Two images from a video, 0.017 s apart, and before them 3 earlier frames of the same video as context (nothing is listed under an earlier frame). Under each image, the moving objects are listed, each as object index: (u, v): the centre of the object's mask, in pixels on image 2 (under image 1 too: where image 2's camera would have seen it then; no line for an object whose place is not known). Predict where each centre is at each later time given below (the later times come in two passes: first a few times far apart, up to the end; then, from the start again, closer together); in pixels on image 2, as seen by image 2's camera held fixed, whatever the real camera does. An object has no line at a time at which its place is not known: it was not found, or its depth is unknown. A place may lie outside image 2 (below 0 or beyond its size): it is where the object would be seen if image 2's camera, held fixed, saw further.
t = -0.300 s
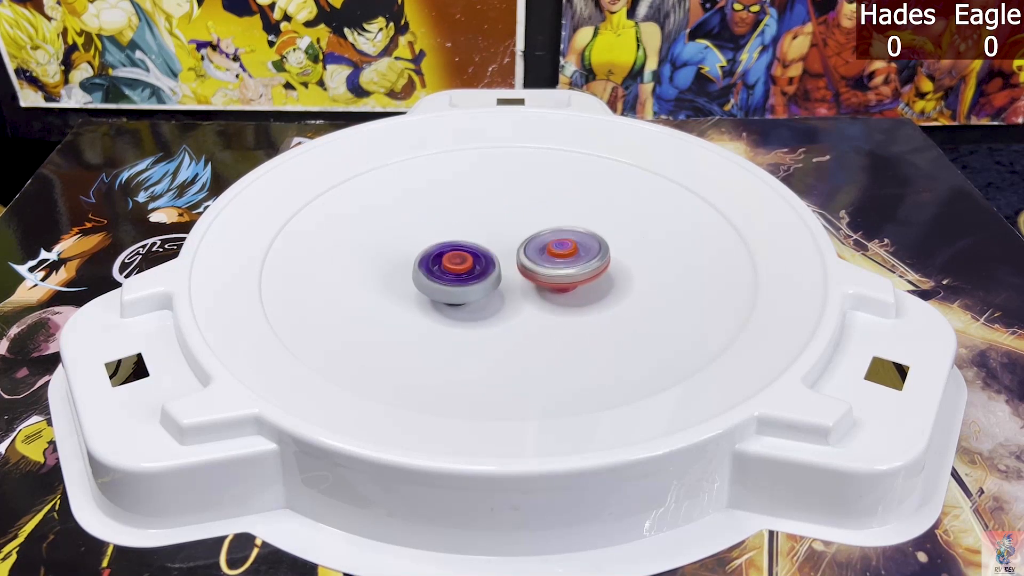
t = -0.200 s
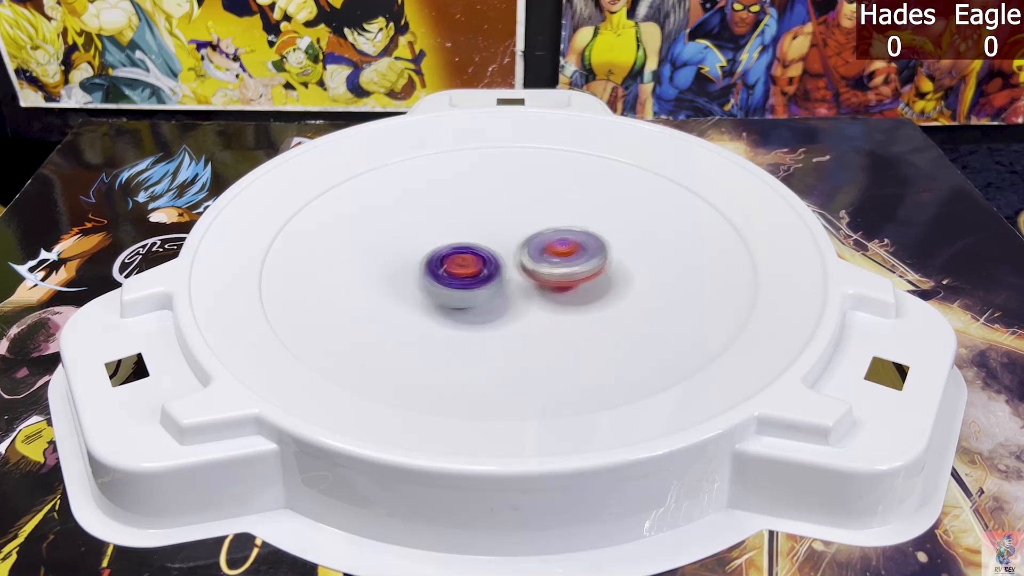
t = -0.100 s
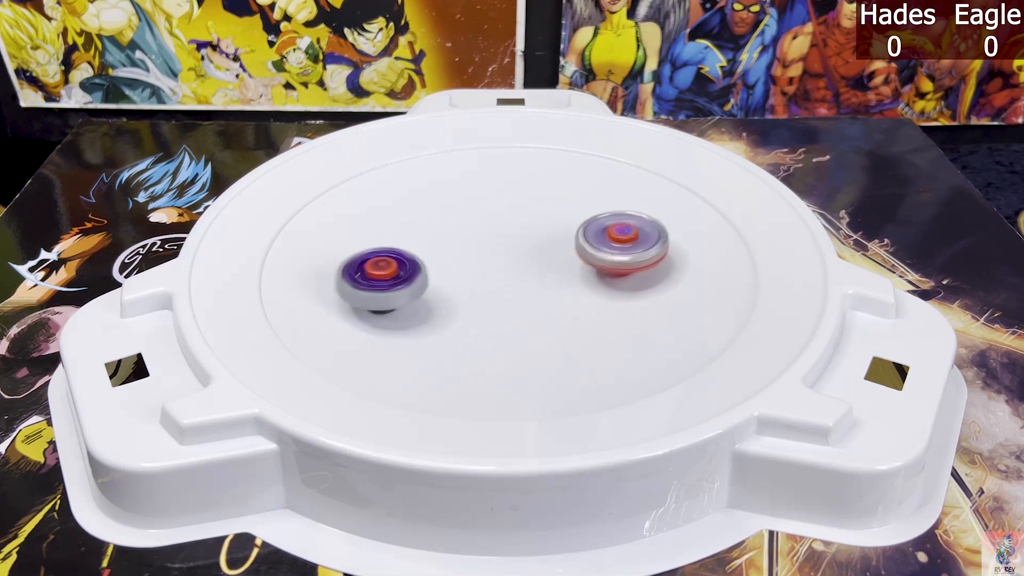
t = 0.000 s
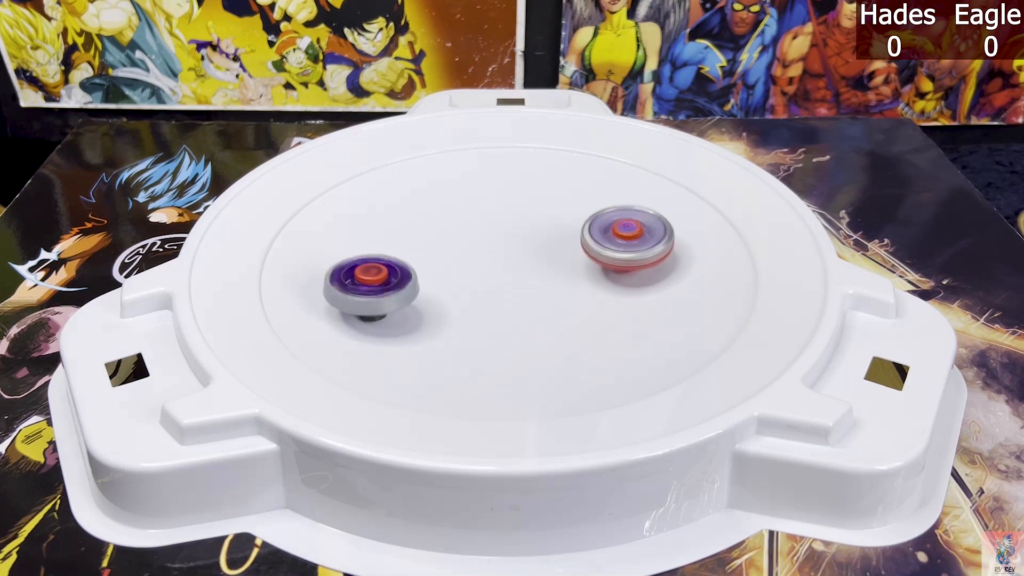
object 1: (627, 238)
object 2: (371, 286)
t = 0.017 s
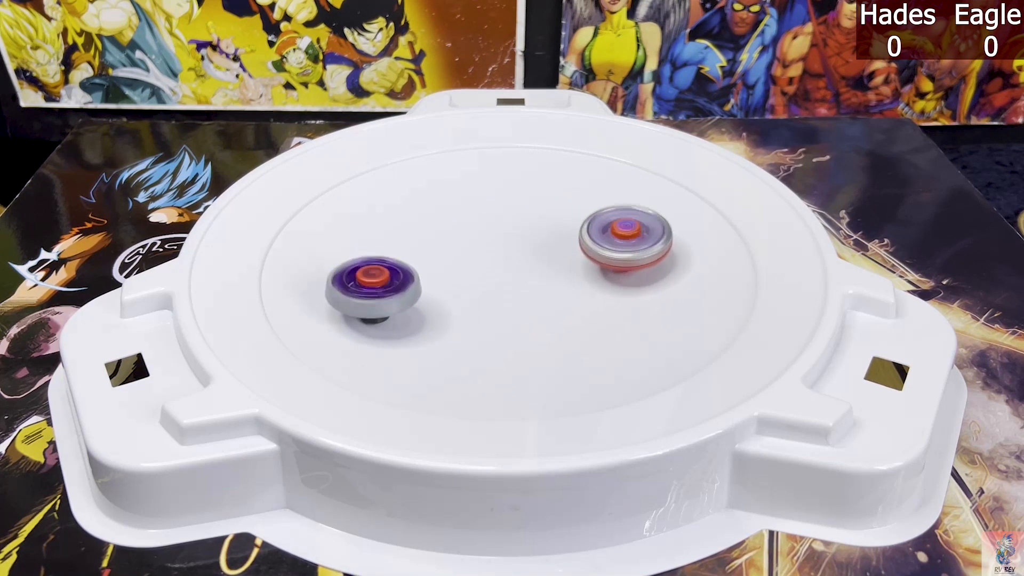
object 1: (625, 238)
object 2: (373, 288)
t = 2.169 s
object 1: (478, 267)
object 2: (535, 222)
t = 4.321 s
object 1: (605, 276)
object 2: (405, 242)
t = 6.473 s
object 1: (487, 221)
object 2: (579, 294)
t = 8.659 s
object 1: (475, 274)
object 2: (542, 238)
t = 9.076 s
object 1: (459, 276)
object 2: (528, 242)
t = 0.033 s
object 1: (623, 238)
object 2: (375, 290)
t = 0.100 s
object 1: (612, 237)
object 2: (387, 298)
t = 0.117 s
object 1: (609, 237)
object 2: (390, 300)
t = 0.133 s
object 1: (606, 237)
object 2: (394, 302)
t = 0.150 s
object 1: (603, 237)
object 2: (398, 303)
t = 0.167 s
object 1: (600, 237)
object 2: (401, 304)
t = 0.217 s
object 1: (591, 237)
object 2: (414, 308)
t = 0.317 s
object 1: (574, 237)
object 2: (441, 312)
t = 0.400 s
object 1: (560, 239)
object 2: (463, 311)
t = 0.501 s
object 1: (544, 241)
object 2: (489, 306)
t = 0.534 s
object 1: (539, 242)
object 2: (497, 304)
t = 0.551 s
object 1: (537, 242)
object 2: (501, 303)
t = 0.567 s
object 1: (534, 242)
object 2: (505, 302)
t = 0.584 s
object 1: (532, 241)
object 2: (509, 300)
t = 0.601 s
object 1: (530, 241)
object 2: (512, 299)
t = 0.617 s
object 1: (527, 241)
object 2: (516, 297)
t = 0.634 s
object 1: (525, 240)
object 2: (519, 296)
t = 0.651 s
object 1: (523, 239)
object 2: (521, 299)
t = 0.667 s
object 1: (522, 236)
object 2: (523, 303)
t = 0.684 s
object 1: (521, 232)
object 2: (524, 307)
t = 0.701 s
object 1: (520, 229)
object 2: (526, 309)
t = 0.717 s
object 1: (518, 227)
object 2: (529, 311)
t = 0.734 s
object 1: (517, 225)
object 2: (531, 312)
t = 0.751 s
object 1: (516, 224)
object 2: (534, 311)
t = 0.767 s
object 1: (515, 223)
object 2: (537, 311)
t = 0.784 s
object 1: (514, 223)
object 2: (541, 310)
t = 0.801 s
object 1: (513, 223)
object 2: (545, 309)
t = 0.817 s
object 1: (512, 223)
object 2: (549, 308)
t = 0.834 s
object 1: (511, 223)
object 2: (552, 306)
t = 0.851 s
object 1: (510, 224)
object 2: (555, 305)
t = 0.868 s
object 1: (508, 224)
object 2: (559, 303)
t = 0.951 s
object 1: (501, 226)
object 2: (574, 295)
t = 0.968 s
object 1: (500, 226)
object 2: (576, 293)
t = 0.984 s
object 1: (499, 227)
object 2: (579, 292)
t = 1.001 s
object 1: (498, 227)
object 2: (581, 290)
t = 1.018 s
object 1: (497, 227)
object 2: (582, 288)
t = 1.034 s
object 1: (495, 228)
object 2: (584, 286)
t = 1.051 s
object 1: (494, 228)
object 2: (586, 284)
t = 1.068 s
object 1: (493, 229)
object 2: (587, 283)
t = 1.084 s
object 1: (492, 229)
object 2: (588, 280)
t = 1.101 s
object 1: (492, 230)
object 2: (589, 279)
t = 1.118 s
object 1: (491, 230)
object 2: (589, 277)
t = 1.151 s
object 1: (489, 231)
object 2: (590, 273)
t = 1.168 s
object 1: (489, 231)
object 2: (590, 271)
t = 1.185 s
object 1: (488, 231)
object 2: (590, 269)
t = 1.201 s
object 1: (488, 232)
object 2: (590, 267)
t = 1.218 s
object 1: (487, 232)
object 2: (590, 265)
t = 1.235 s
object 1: (487, 233)
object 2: (589, 264)
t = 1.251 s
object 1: (486, 233)
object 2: (589, 262)
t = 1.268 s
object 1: (486, 234)
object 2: (588, 260)
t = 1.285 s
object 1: (485, 234)
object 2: (587, 259)
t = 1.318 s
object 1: (485, 235)
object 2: (586, 256)
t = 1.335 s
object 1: (485, 236)
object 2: (584, 254)
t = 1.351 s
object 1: (485, 237)
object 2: (583, 253)
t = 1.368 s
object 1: (485, 237)
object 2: (582, 252)
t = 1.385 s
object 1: (485, 238)
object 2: (581, 250)
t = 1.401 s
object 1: (485, 238)
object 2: (579, 249)
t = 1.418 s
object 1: (485, 239)
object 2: (578, 248)
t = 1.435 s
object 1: (485, 240)
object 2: (576, 247)
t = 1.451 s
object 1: (485, 240)
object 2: (574, 246)
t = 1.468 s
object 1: (478, 240)
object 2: (583, 245)
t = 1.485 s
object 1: (470, 239)
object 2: (591, 243)
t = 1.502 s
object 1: (463, 239)
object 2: (597, 243)
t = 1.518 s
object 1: (458, 239)
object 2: (602, 241)
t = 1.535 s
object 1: (454, 239)
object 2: (606, 240)
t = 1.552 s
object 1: (451, 239)
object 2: (607, 239)
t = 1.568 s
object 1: (449, 239)
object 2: (607, 238)
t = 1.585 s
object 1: (448, 239)
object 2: (607, 237)
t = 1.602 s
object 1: (448, 240)
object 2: (605, 236)
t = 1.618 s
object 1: (447, 240)
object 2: (604, 234)
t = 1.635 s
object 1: (447, 240)
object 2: (603, 233)
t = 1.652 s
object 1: (448, 241)
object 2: (601, 232)
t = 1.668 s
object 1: (448, 242)
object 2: (600, 231)
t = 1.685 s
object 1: (450, 242)
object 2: (598, 230)
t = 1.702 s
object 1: (450, 243)
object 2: (596, 229)
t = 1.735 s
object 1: (452, 245)
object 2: (592, 227)
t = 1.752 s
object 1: (454, 246)
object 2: (590, 226)
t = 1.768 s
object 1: (454, 247)
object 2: (588, 225)
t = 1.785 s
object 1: (456, 248)
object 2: (586, 225)
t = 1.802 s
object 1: (457, 249)
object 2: (584, 224)
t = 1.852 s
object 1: (461, 251)
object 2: (577, 223)
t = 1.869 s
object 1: (462, 252)
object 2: (575, 223)
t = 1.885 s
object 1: (463, 253)
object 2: (573, 223)
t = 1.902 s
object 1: (464, 254)
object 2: (570, 223)
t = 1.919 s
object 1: (466, 254)
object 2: (567, 223)
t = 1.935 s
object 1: (467, 255)
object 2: (565, 223)
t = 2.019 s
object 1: (475, 259)
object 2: (552, 223)
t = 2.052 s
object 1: (477, 260)
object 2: (547, 223)
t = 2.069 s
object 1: (479, 261)
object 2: (544, 223)
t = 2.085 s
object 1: (481, 261)
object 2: (542, 223)
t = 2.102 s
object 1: (481, 263)
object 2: (541, 223)
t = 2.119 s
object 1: (480, 264)
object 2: (540, 222)
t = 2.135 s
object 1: (479, 265)
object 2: (539, 222)
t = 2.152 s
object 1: (479, 267)
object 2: (537, 222)
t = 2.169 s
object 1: (478, 267)
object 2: (535, 222)
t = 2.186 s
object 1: (479, 268)
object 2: (532, 222)
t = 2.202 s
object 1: (479, 268)
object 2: (530, 222)
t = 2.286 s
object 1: (481, 271)
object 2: (520, 223)
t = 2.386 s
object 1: (482, 276)
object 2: (508, 224)
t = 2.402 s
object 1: (482, 276)
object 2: (506, 224)
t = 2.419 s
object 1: (482, 277)
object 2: (504, 224)
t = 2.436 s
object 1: (482, 278)
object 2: (502, 225)
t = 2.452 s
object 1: (483, 279)
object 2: (501, 225)
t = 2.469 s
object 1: (483, 279)
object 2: (499, 225)
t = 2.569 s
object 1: (488, 281)
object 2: (490, 228)
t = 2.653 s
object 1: (491, 283)
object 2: (484, 230)
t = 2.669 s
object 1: (492, 283)
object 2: (483, 230)
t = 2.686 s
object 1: (493, 283)
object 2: (481, 231)
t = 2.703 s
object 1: (493, 285)
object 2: (481, 230)
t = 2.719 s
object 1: (495, 290)
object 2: (479, 227)
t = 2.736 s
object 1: (495, 294)
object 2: (477, 222)
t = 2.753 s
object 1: (496, 297)
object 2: (476, 219)
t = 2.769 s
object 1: (497, 298)
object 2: (475, 217)
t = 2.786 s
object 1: (498, 300)
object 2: (473, 215)
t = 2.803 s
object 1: (498, 301)
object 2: (472, 215)
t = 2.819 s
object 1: (498, 302)
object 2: (470, 215)
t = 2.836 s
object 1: (498, 302)
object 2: (468, 215)
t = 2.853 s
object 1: (499, 302)
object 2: (466, 215)
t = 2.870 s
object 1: (499, 302)
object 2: (465, 215)
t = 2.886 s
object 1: (499, 302)
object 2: (463, 216)
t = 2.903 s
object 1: (500, 301)
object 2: (462, 216)
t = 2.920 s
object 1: (501, 301)
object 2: (461, 217)
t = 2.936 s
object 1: (501, 301)
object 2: (460, 217)
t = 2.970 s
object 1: (502, 300)
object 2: (458, 218)
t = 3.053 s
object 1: (504, 296)
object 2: (455, 222)
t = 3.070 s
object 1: (504, 296)
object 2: (455, 223)
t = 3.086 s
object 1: (504, 295)
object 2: (454, 223)
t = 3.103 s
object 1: (504, 295)
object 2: (454, 224)
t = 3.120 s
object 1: (505, 293)
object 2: (454, 225)
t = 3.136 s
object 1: (505, 293)
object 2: (454, 225)
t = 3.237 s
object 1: (506, 287)
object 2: (454, 231)
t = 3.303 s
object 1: (506, 283)
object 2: (454, 234)
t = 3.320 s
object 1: (507, 281)
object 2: (454, 235)
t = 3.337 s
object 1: (507, 280)
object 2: (454, 236)
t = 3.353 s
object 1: (508, 280)
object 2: (454, 236)
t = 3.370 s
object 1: (509, 280)
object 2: (453, 236)
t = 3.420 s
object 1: (512, 279)
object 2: (453, 237)
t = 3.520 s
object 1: (518, 280)
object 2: (454, 237)
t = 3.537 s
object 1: (519, 279)
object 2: (454, 238)
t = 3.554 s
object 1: (518, 279)
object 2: (454, 238)
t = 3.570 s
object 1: (519, 278)
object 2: (454, 239)
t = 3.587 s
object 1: (519, 277)
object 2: (454, 239)
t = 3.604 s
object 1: (524, 280)
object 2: (451, 237)
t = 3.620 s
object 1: (529, 283)
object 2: (446, 232)
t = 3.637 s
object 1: (533, 285)
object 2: (443, 229)
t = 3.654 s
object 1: (536, 286)
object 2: (440, 227)
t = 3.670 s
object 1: (539, 287)
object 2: (439, 226)
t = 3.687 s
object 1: (541, 287)
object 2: (438, 225)
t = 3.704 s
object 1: (542, 287)
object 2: (437, 225)
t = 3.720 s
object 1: (543, 287)
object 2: (437, 226)
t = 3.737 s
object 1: (543, 287)
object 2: (437, 226)
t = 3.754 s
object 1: (544, 286)
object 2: (436, 227)
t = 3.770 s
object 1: (544, 285)
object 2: (436, 228)
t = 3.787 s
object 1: (545, 285)
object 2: (436, 229)
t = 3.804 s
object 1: (545, 284)
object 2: (436, 230)
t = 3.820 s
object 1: (546, 283)
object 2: (436, 231)
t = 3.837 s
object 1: (546, 282)
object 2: (437, 232)
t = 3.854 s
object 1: (547, 281)
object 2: (437, 233)
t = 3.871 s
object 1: (548, 280)
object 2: (438, 234)
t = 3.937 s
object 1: (550, 277)
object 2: (440, 239)
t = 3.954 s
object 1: (550, 276)
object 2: (441, 240)
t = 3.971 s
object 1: (551, 276)
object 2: (442, 241)
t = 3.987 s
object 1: (551, 275)
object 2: (443, 242)
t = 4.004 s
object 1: (551, 274)
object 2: (444, 244)
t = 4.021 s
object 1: (551, 274)
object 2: (446, 245)
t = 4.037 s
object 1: (552, 273)
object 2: (447, 246)
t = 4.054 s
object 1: (552, 273)
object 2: (449, 248)
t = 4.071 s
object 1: (552, 272)
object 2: (451, 249)
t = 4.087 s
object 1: (552, 272)
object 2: (452, 250)
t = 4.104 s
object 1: (552, 271)
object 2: (454, 252)
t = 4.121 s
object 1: (551, 271)
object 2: (456, 253)
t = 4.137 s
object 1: (551, 270)
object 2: (458, 254)
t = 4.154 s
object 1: (551, 270)
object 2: (460, 255)
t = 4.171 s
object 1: (550, 269)
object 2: (462, 256)
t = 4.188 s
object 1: (559, 270)
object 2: (455, 255)
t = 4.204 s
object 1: (570, 272)
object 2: (444, 252)
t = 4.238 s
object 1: (588, 274)
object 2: (425, 245)
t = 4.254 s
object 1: (594, 275)
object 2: (417, 243)
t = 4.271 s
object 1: (599, 275)
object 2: (412, 242)
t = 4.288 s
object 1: (603, 276)
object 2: (408, 241)
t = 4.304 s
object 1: (604, 276)
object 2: (406, 241)
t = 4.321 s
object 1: (605, 276)
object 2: (405, 242)
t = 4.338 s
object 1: (606, 276)
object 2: (405, 243)
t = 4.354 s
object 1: (605, 275)
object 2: (405, 245)
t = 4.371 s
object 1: (604, 275)
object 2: (405, 246)
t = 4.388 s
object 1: (603, 275)
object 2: (406, 248)
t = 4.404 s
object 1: (602, 274)
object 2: (406, 250)
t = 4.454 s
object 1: (598, 273)
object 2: (410, 255)
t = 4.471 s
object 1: (597, 272)
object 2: (411, 257)
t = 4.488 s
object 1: (596, 272)
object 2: (412, 259)
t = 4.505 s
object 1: (594, 272)
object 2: (414, 260)
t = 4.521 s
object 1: (593, 271)
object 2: (416, 262)
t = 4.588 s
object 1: (586, 270)
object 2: (424, 268)
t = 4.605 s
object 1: (584, 270)
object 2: (426, 269)
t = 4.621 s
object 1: (582, 270)
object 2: (428, 271)
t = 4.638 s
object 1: (580, 269)
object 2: (431, 272)
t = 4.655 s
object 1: (578, 269)
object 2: (434, 273)
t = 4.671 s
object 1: (576, 269)
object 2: (436, 275)
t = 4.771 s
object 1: (563, 267)
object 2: (454, 281)
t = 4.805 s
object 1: (559, 267)
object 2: (460, 283)
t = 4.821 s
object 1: (557, 266)
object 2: (463, 283)
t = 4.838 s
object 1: (554, 266)
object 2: (466, 284)
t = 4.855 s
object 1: (558, 264)
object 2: (462, 285)
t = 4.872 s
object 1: (561, 262)
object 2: (459, 287)
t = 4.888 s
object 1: (563, 261)
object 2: (456, 287)
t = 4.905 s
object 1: (565, 260)
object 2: (456, 288)
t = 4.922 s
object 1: (565, 259)
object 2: (456, 289)
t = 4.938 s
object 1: (565, 258)
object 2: (458, 290)
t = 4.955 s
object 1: (564, 257)
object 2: (460, 290)
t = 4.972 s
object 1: (563, 257)
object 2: (462, 291)
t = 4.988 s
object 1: (561, 257)
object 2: (464, 292)
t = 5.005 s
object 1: (560, 256)
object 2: (466, 292)
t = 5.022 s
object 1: (558, 256)
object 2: (469, 293)
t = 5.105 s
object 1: (548, 253)
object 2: (479, 295)
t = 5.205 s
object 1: (539, 248)
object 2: (492, 295)
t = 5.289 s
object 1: (533, 243)
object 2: (499, 296)
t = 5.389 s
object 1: (525, 240)
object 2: (510, 295)
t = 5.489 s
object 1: (518, 237)
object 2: (519, 293)
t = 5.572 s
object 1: (515, 234)
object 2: (525, 292)
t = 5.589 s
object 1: (515, 233)
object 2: (526, 292)
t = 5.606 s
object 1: (514, 233)
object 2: (528, 292)
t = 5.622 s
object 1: (514, 232)
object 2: (528, 291)
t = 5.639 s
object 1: (514, 232)
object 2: (530, 291)
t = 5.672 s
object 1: (513, 232)
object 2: (532, 290)
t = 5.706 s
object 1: (512, 232)
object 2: (534, 288)
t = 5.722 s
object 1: (512, 232)
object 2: (534, 288)
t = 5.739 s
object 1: (512, 232)
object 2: (535, 287)
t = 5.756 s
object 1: (511, 232)
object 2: (536, 287)
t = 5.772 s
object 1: (511, 232)
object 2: (537, 286)
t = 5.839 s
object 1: (509, 232)
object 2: (540, 285)
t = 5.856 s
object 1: (509, 232)
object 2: (541, 284)
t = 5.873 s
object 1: (509, 232)
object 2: (541, 284)
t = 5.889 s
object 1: (509, 232)
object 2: (542, 283)
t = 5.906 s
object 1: (509, 232)
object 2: (542, 283)
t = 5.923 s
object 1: (508, 232)
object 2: (544, 285)
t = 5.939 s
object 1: (507, 231)
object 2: (545, 286)
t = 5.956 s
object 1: (507, 228)
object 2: (546, 287)
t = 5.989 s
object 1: (507, 227)
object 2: (547, 287)
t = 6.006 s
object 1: (507, 227)
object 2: (547, 287)
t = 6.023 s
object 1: (507, 227)
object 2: (548, 287)
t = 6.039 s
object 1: (507, 227)
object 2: (548, 286)
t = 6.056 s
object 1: (508, 228)
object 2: (549, 286)
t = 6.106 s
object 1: (507, 229)
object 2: (549, 284)
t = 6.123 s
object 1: (507, 229)
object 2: (550, 284)
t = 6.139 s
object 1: (507, 230)
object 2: (550, 283)
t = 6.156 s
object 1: (506, 233)
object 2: (550, 283)
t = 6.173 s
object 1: (505, 233)
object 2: (550, 282)
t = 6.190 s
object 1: (505, 234)
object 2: (550, 282)
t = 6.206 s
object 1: (505, 235)
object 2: (550, 281)
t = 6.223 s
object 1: (504, 236)
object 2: (550, 281)
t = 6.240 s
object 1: (503, 235)
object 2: (553, 283)
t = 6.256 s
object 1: (500, 229)
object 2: (559, 288)
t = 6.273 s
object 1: (497, 225)
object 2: (564, 292)
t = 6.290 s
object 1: (494, 222)
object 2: (567, 295)
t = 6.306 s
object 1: (492, 220)
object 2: (570, 297)
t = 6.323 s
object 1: (490, 218)
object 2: (572, 298)
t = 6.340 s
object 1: (489, 217)
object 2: (573, 298)
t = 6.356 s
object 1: (489, 217)
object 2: (574, 298)
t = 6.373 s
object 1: (489, 217)
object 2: (575, 297)
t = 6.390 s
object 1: (488, 217)
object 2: (576, 297)
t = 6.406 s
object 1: (488, 218)
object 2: (577, 296)
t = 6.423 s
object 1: (488, 218)
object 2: (578, 296)
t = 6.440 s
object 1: (488, 219)
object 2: (579, 295)
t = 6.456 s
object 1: (488, 220)
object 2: (579, 294)
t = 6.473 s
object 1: (487, 221)
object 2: (579, 294)
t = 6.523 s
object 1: (486, 224)
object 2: (580, 291)
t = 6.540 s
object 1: (485, 225)
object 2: (580, 291)
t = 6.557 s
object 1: (484, 226)
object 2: (580, 290)
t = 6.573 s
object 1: (484, 227)
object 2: (579, 289)
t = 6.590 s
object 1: (484, 229)
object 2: (579, 288)
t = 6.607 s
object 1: (483, 229)
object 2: (579, 287)
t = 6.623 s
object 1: (483, 231)
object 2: (578, 287)
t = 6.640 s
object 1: (482, 231)
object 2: (578, 286)
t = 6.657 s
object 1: (482, 233)
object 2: (577, 285)
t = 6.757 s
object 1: (481, 239)
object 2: (571, 279)
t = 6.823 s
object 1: (481, 244)
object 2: (565, 274)
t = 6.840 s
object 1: (481, 245)
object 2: (563, 274)
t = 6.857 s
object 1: (481, 246)
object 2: (561, 272)
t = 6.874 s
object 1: (480, 246)
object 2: (560, 272)
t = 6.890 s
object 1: (478, 245)
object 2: (561, 272)
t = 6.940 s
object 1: (474, 246)
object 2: (557, 269)
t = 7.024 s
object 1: (465, 246)
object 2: (556, 267)
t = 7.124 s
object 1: (457, 244)
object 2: (553, 263)
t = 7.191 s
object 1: (457, 245)
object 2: (548, 260)
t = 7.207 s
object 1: (457, 246)
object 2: (547, 259)
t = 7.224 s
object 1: (457, 246)
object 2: (546, 258)
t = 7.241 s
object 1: (455, 246)
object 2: (548, 258)
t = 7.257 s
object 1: (452, 245)
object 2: (550, 257)
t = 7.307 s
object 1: (448, 245)
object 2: (551, 255)
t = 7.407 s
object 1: (449, 246)
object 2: (546, 251)
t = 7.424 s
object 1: (449, 246)
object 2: (544, 250)
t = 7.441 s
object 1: (450, 246)
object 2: (544, 249)
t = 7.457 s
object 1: (451, 246)
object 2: (543, 249)
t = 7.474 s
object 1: (451, 247)
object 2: (542, 248)
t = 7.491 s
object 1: (451, 247)
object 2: (541, 248)
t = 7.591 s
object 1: (449, 247)
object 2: (541, 244)
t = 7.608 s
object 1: (449, 247)
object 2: (540, 244)
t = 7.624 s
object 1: (450, 247)
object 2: (540, 244)
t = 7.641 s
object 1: (450, 247)
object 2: (539, 243)
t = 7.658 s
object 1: (450, 248)
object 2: (540, 243)
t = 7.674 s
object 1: (450, 248)
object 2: (540, 242)
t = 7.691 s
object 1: (450, 248)
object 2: (540, 242)
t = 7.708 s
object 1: (451, 248)
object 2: (540, 242)
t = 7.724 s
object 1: (448, 248)
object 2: (544, 241)
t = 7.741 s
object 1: (443, 248)
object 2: (549, 240)
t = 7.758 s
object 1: (440, 248)
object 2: (553, 239)
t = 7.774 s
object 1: (438, 249)
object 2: (555, 239)
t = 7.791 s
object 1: (437, 249)
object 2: (557, 238)
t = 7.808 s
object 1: (437, 249)
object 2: (557, 238)
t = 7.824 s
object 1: (437, 249)
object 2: (558, 237)
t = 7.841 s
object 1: (438, 249)
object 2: (557, 237)
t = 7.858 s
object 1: (439, 250)
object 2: (558, 236)
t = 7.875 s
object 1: (441, 250)
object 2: (558, 236)
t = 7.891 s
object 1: (442, 250)
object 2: (557, 235)
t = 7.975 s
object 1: (451, 253)
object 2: (555, 235)
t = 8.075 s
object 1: (461, 257)
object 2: (551, 235)
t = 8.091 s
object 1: (462, 257)
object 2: (551, 234)
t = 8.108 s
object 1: (464, 258)
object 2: (550, 234)
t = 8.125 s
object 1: (466, 259)
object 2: (549, 235)
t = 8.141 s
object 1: (468, 259)
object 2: (549, 235)
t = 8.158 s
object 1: (469, 260)
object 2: (549, 235)
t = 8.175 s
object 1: (470, 260)
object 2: (549, 235)
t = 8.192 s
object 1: (466, 262)
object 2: (553, 234)
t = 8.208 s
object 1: (462, 263)
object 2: (559, 232)
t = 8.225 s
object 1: (459, 264)
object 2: (562, 231)
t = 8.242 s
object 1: (457, 265)
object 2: (564, 230)
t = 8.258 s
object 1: (456, 266)
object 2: (565, 230)
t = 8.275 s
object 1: (456, 266)
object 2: (565, 230)
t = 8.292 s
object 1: (456, 267)
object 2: (565, 229)
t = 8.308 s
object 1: (456, 267)
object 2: (565, 229)
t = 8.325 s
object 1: (457, 268)
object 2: (564, 229)
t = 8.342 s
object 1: (458, 268)
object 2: (563, 229)
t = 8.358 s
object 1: (458, 268)
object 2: (563, 229)
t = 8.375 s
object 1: (460, 269)
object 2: (562, 229)
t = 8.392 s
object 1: (461, 269)
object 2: (561, 230)
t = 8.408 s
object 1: (462, 269)
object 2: (560, 230)
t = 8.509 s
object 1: (468, 272)
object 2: (553, 232)
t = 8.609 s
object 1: (473, 274)
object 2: (545, 236)
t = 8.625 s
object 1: (474, 274)
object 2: (544, 237)
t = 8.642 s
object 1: (475, 274)
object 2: (543, 237)
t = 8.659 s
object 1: (475, 274)
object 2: (542, 238)
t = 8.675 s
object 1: (474, 275)
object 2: (541, 238)
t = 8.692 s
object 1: (472, 275)
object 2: (542, 238)
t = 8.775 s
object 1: (469, 276)
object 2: (537, 240)
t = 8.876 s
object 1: (456, 278)
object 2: (542, 238)
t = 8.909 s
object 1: (454, 278)
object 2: (540, 239)
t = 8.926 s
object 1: (455, 278)
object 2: (539, 239)
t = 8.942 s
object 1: (455, 278)
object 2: (538, 240)
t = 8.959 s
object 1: (455, 278)
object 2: (536, 240)
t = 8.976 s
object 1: (456, 277)
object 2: (535, 241)
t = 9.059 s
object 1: (460, 276)
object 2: (528, 242)
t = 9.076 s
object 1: (459, 276)
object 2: (528, 242)
